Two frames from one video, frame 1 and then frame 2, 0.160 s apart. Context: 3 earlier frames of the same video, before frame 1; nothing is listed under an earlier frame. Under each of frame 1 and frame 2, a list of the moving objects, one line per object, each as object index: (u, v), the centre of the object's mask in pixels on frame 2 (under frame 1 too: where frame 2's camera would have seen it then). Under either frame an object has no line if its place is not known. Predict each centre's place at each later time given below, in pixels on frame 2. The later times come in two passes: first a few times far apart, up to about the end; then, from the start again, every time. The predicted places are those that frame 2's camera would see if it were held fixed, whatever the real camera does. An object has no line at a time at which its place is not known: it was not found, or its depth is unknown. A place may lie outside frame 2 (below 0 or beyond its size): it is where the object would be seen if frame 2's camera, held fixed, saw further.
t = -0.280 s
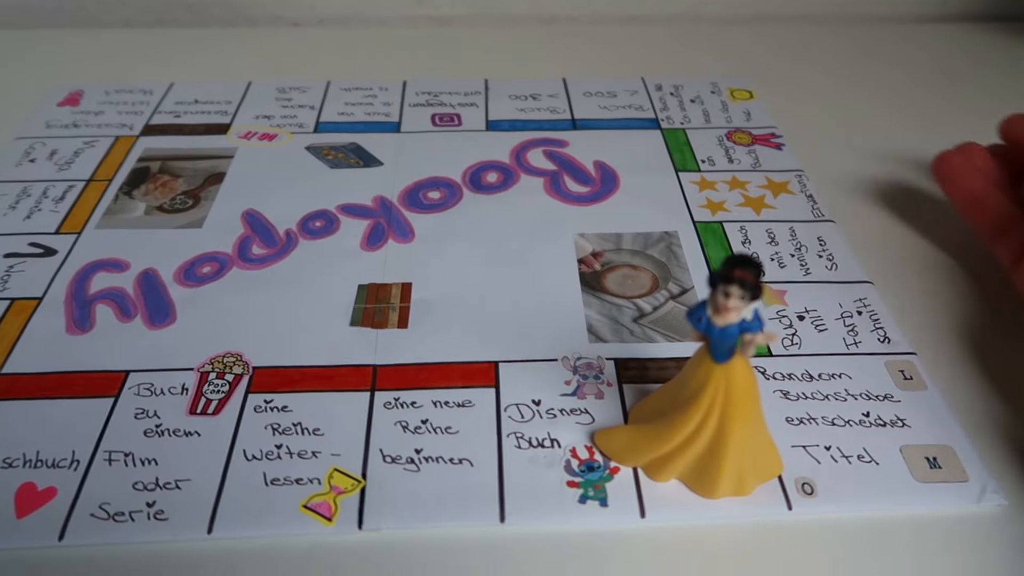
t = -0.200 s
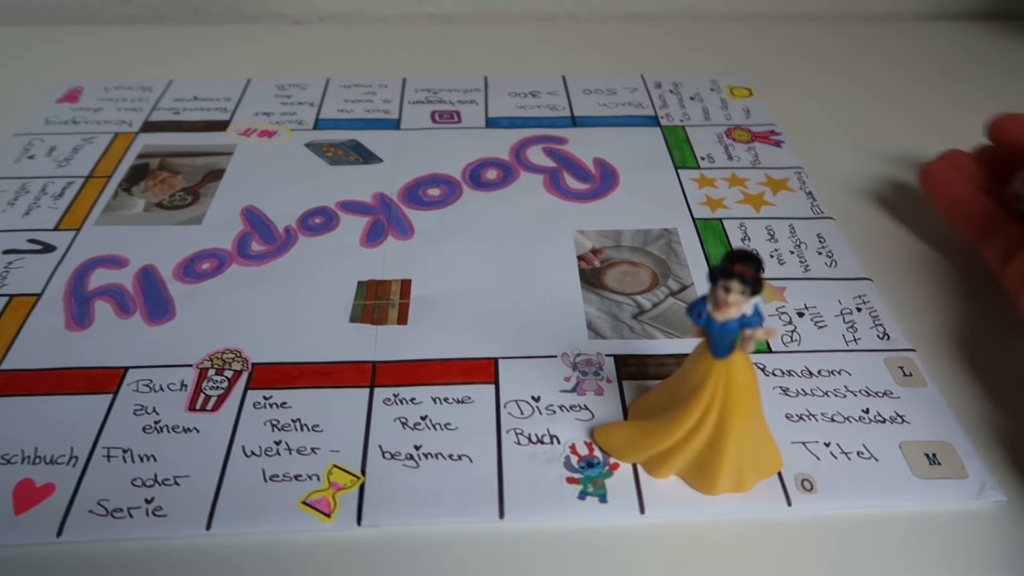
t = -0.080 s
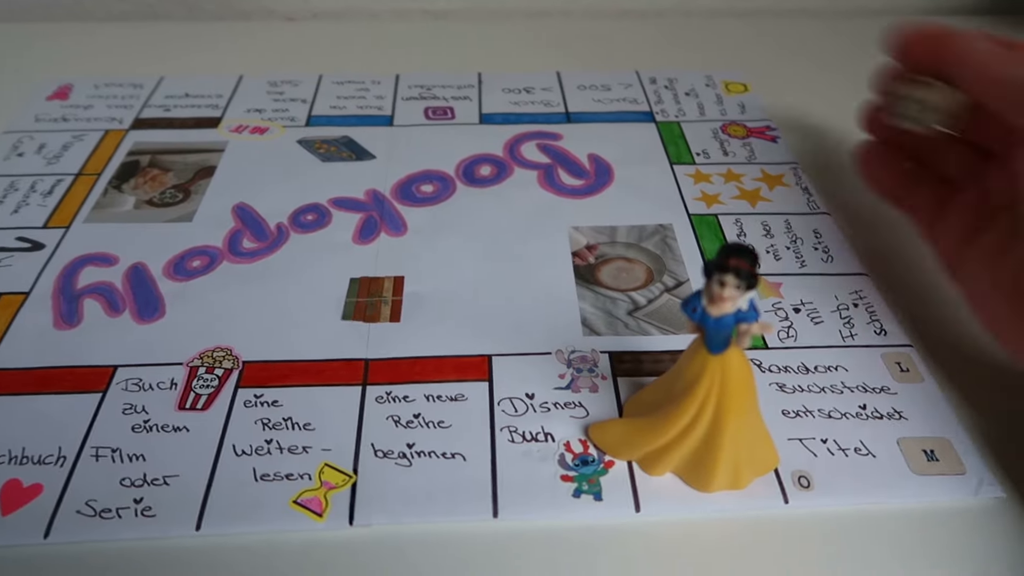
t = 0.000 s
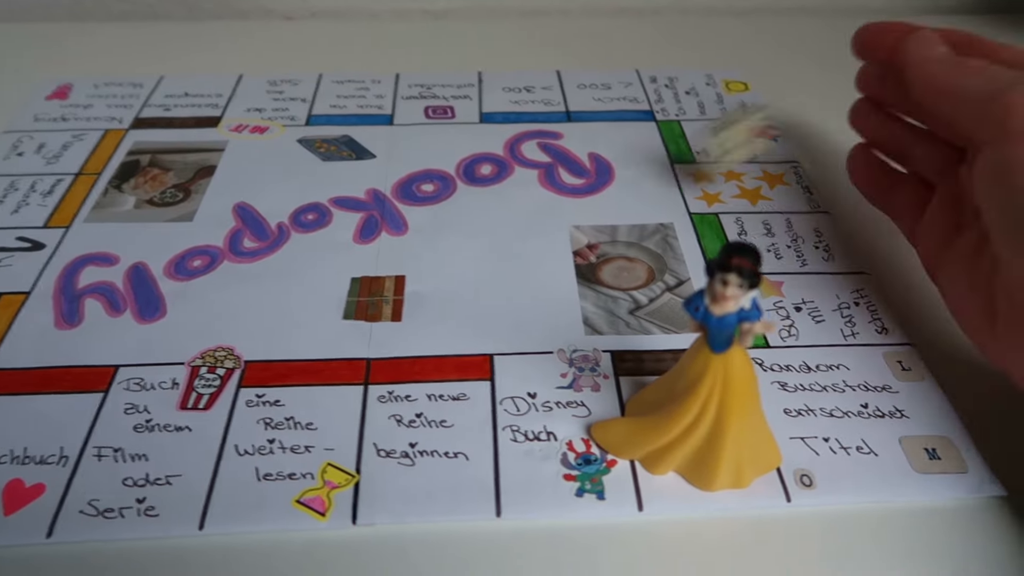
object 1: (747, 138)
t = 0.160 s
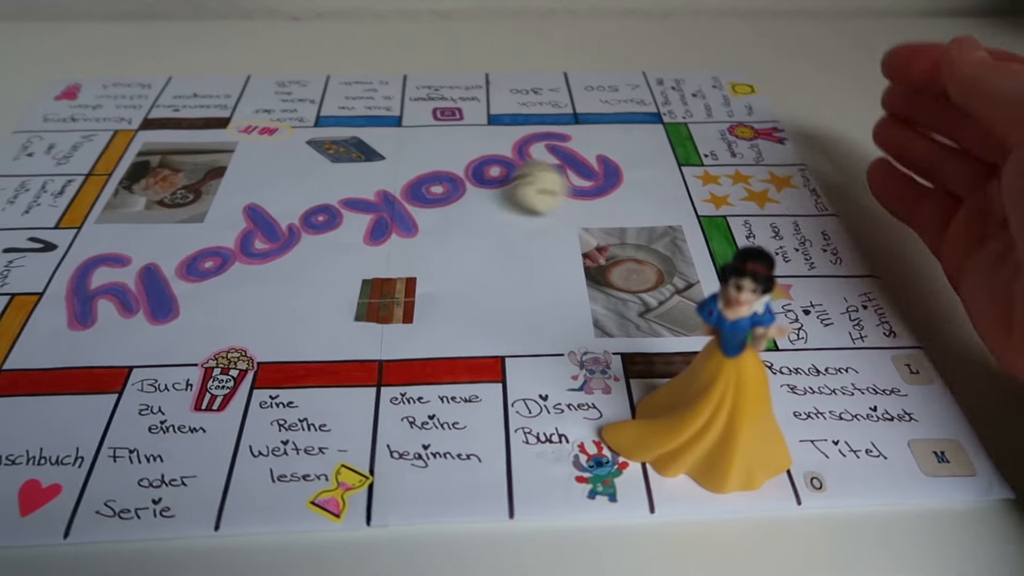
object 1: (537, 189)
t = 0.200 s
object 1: (500, 196)
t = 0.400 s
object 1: (428, 235)
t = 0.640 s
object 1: (424, 237)
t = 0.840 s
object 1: (424, 237)
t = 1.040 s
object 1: (424, 237)
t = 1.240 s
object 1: (424, 237)
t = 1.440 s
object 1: (424, 236)
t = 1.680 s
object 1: (424, 237)
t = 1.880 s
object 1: (425, 237)
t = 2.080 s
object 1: (425, 237)
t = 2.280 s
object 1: (425, 237)
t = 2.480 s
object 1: (425, 238)
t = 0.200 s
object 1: (500, 196)
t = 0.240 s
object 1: (476, 199)
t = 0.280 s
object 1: (456, 210)
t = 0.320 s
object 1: (441, 220)
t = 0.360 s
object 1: (433, 229)
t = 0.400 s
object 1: (428, 235)
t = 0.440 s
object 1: (426, 236)
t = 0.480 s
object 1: (424, 237)
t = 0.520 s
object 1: (424, 237)
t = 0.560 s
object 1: (424, 237)
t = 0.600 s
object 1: (424, 237)
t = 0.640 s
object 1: (424, 237)
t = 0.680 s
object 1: (425, 237)
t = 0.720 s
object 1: (424, 237)
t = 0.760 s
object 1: (424, 237)
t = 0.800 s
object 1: (424, 237)
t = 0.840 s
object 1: (424, 237)
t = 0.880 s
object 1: (424, 237)
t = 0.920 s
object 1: (424, 237)
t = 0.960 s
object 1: (424, 237)
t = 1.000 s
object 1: (424, 237)
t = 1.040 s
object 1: (424, 237)
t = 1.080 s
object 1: (424, 237)
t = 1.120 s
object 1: (424, 237)
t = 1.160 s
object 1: (424, 236)
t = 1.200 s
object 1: (424, 236)
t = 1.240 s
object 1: (424, 237)
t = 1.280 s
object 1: (424, 237)
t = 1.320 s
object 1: (424, 237)
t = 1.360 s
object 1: (424, 236)
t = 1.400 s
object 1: (424, 236)
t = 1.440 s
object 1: (424, 236)
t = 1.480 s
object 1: (424, 237)
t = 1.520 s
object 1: (424, 236)
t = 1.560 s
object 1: (424, 237)
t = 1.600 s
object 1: (424, 237)
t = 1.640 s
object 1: (424, 237)
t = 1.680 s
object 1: (424, 237)
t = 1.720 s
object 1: (424, 237)
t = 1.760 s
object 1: (424, 237)
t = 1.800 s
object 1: (424, 237)
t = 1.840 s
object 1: (424, 237)
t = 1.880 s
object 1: (425, 237)
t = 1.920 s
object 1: (425, 237)
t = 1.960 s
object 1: (425, 237)
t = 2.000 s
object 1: (425, 237)
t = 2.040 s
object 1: (425, 237)
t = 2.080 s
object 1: (425, 237)
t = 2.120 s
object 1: (425, 237)
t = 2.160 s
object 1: (425, 237)
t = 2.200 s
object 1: (425, 237)
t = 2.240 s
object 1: (424, 237)
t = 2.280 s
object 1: (425, 237)
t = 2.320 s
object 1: (424, 237)
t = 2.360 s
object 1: (425, 237)
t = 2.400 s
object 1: (425, 237)
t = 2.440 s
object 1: (425, 238)
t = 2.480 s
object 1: (425, 238)
